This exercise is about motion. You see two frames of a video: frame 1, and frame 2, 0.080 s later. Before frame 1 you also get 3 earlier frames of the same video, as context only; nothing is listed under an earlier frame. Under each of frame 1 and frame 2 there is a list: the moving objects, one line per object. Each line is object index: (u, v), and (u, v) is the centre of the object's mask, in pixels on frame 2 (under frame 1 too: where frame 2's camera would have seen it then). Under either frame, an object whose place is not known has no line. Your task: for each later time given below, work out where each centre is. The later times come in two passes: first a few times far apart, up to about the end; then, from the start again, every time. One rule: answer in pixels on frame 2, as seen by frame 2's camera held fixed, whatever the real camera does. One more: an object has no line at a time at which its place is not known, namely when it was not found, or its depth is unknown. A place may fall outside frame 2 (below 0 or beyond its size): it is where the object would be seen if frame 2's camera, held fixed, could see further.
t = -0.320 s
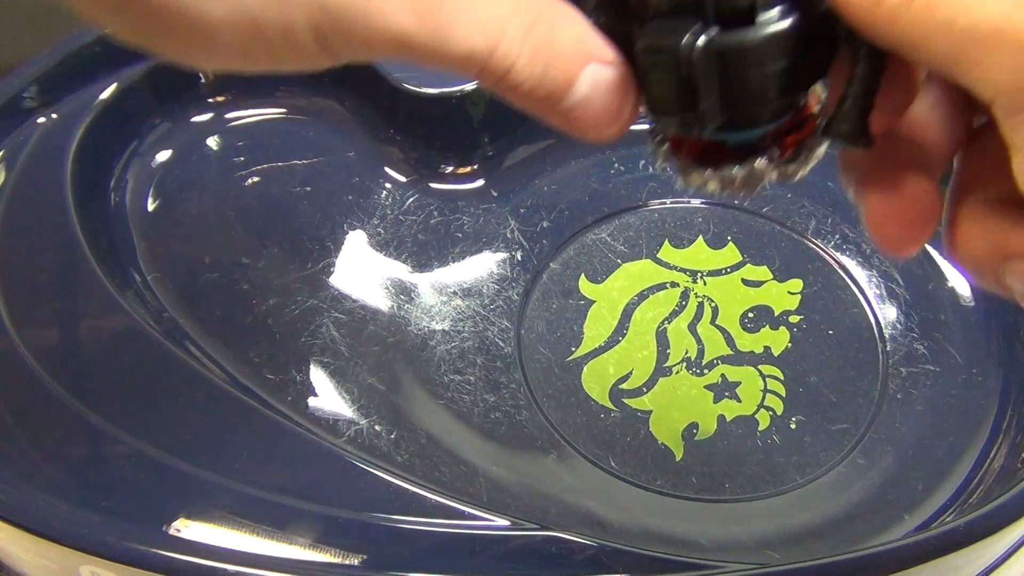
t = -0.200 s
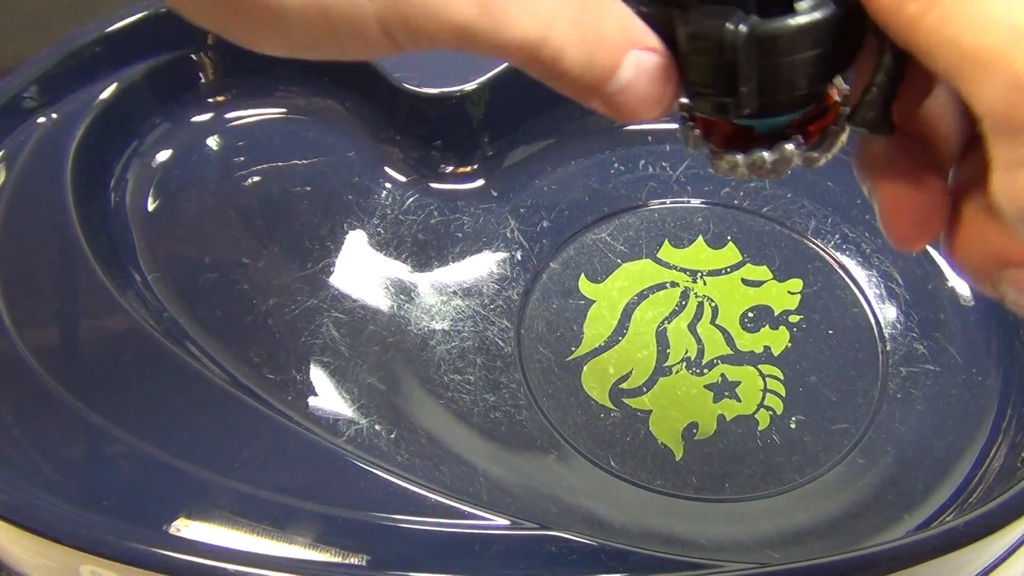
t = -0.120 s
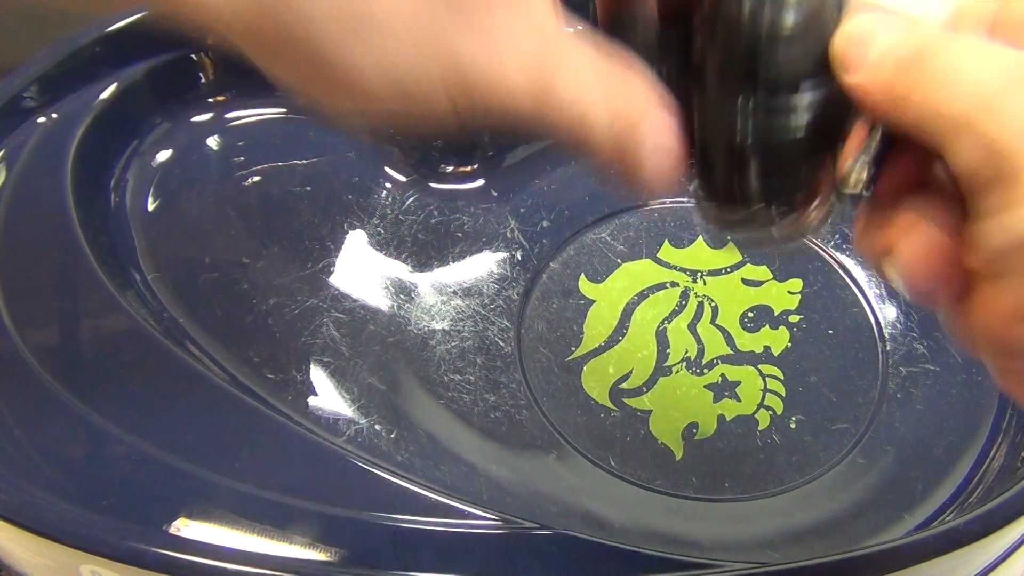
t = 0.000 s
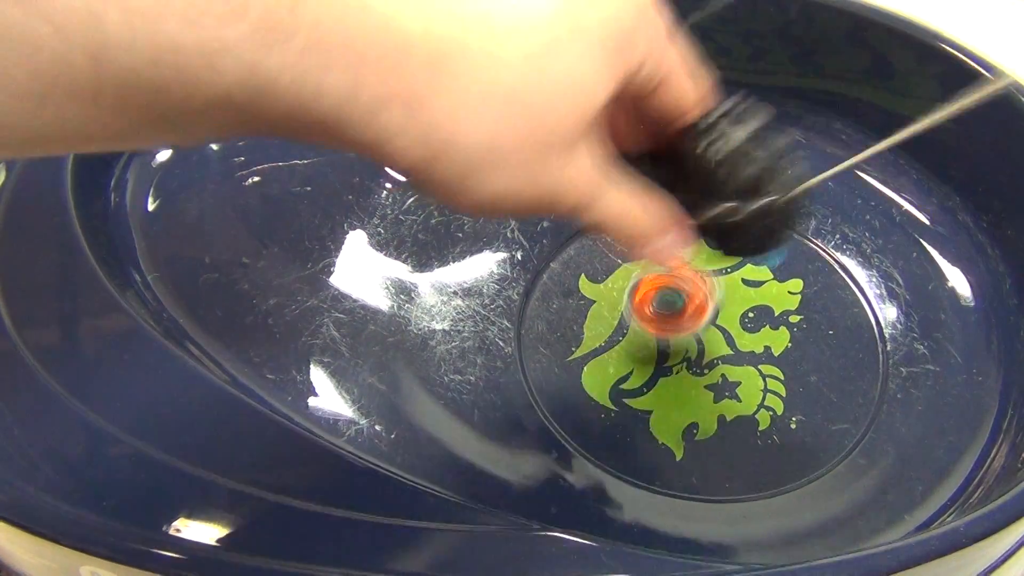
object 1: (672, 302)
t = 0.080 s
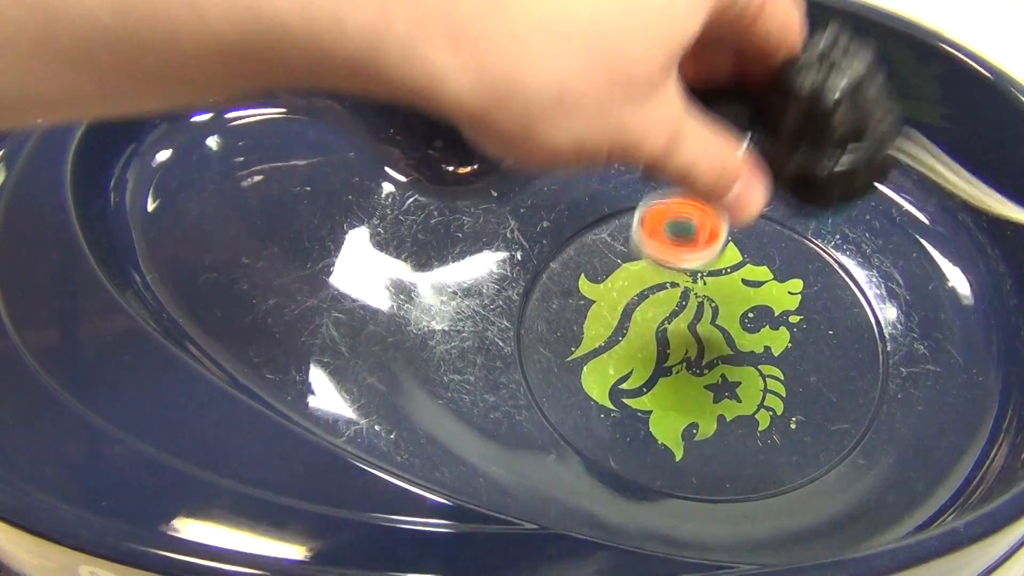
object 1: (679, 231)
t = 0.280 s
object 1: (659, 230)
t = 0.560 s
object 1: (543, 354)
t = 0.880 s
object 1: (720, 450)
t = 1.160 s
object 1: (765, 319)
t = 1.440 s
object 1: (613, 244)
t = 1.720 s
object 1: (537, 354)
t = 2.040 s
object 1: (713, 400)
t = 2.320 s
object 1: (748, 281)
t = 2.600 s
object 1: (637, 223)
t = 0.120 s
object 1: (686, 204)
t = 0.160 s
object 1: (686, 202)
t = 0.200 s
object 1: (684, 221)
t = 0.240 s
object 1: (676, 250)
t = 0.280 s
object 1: (659, 230)
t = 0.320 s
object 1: (638, 230)
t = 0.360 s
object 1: (613, 253)
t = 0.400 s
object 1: (590, 281)
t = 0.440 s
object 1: (575, 286)
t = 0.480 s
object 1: (558, 313)
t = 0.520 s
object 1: (547, 333)
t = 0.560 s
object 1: (543, 354)
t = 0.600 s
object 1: (543, 377)
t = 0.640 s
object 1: (555, 398)
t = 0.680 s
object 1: (584, 423)
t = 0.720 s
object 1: (612, 442)
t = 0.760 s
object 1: (639, 452)
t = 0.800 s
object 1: (666, 457)
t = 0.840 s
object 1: (694, 456)
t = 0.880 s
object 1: (720, 450)
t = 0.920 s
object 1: (742, 439)
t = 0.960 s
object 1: (761, 422)
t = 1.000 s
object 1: (772, 403)
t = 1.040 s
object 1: (779, 384)
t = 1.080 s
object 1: (780, 361)
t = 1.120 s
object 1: (775, 339)
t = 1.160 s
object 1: (765, 319)
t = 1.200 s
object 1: (750, 299)
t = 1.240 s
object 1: (732, 282)
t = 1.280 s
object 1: (710, 267)
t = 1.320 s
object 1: (686, 256)
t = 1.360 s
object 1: (662, 248)
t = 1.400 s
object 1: (638, 245)
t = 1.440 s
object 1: (613, 244)
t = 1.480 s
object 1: (590, 247)
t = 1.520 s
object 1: (568, 253)
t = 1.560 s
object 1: (549, 263)
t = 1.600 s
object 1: (534, 275)
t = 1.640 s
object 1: (529, 299)
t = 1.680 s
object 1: (531, 329)
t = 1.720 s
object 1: (537, 354)
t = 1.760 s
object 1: (548, 375)
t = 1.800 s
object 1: (565, 391)
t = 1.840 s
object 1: (587, 404)
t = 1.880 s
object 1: (612, 413)
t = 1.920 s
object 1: (639, 417)
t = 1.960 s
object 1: (665, 415)
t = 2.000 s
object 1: (690, 409)
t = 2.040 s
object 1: (713, 400)
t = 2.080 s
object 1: (732, 387)
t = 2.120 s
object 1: (747, 371)
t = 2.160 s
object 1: (757, 354)
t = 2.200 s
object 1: (761, 336)
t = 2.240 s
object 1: (761, 317)
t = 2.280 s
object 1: (757, 298)
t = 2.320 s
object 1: (748, 281)
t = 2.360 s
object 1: (737, 265)
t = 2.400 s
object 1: (723, 251)
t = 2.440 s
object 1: (707, 240)
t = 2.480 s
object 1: (689, 233)
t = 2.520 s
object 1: (672, 227)
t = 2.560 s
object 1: (655, 224)
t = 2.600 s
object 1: (637, 223)
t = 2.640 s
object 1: (620, 225)
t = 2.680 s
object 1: (604, 229)
